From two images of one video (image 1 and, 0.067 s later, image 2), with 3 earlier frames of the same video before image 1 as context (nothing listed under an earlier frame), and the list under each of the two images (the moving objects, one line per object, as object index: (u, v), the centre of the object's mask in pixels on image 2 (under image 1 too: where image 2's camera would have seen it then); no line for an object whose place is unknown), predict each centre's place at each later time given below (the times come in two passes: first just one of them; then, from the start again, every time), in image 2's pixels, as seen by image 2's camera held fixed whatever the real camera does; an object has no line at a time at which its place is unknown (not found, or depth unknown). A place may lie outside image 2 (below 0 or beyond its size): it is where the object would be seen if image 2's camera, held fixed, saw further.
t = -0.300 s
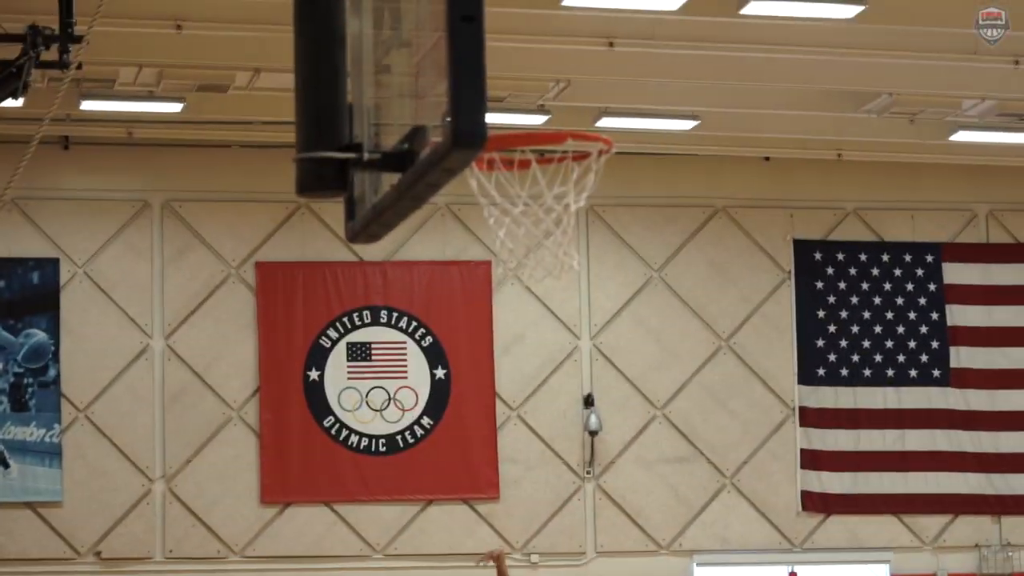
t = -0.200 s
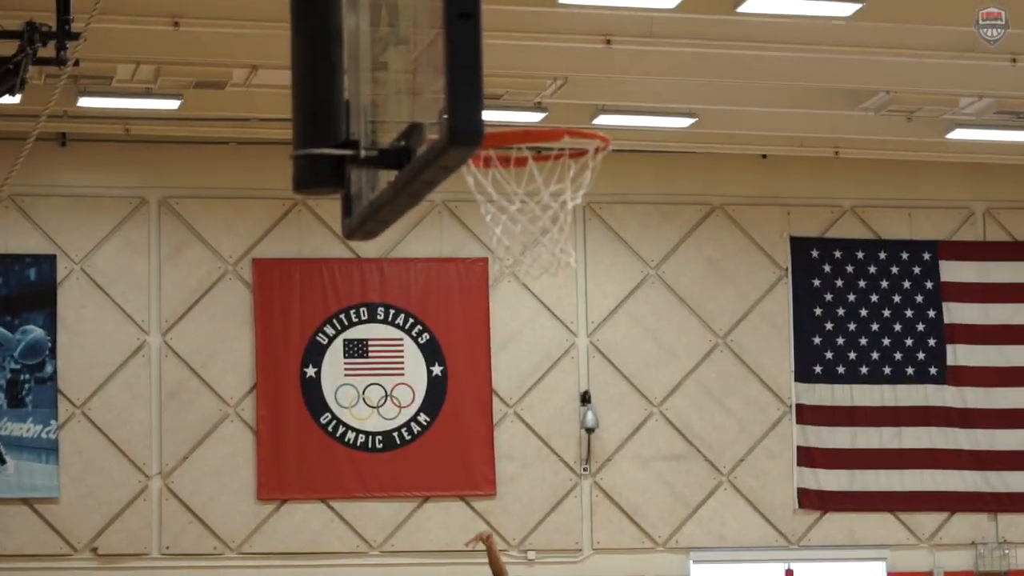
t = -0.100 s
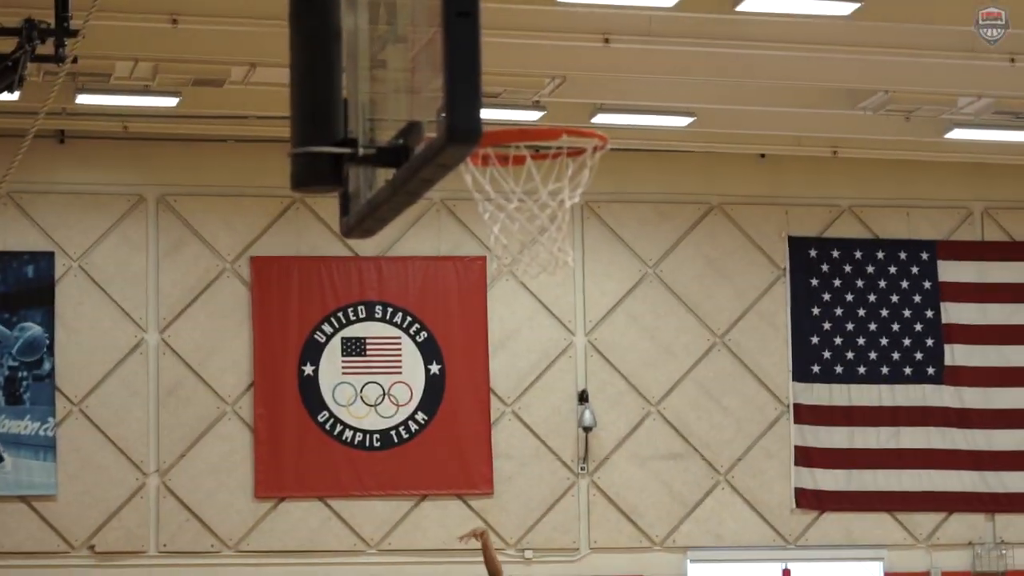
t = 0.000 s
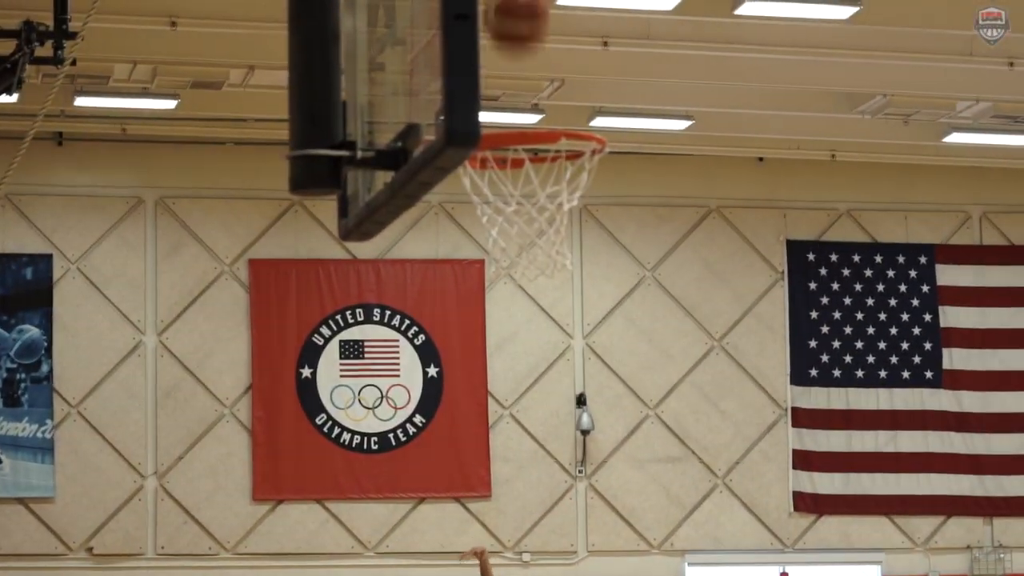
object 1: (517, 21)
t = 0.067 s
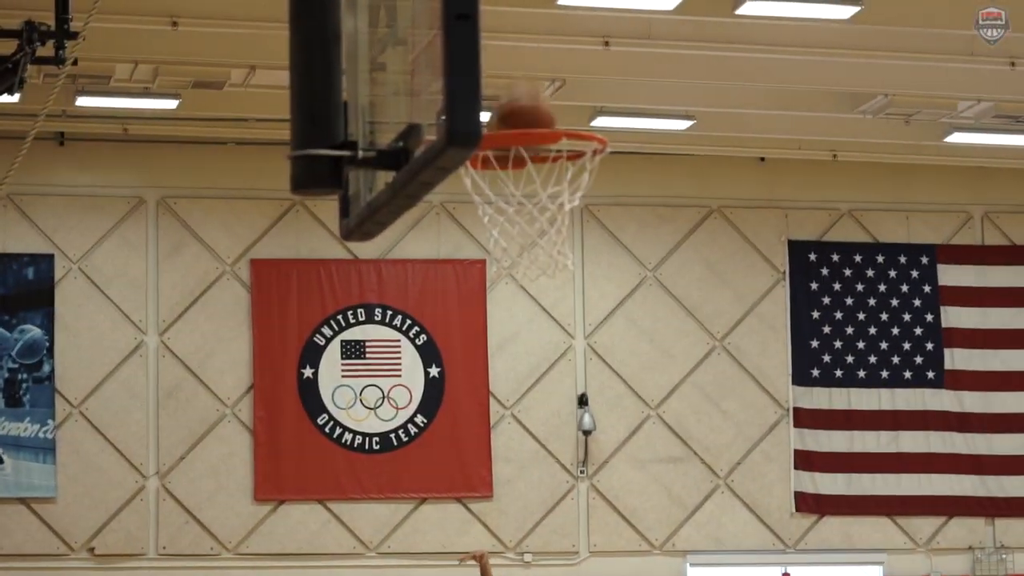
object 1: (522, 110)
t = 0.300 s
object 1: (554, 216)
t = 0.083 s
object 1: (522, 129)
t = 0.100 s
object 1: (525, 146)
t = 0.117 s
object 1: (527, 150)
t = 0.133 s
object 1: (528, 157)
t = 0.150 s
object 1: (530, 168)
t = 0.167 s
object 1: (533, 173)
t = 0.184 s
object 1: (538, 178)
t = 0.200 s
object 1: (542, 189)
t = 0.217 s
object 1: (546, 198)
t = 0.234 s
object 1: (552, 206)
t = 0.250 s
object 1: (558, 215)
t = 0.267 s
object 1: (558, 214)
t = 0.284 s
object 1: (557, 216)
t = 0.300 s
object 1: (554, 216)
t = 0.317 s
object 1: (552, 217)
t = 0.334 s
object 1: (549, 217)
